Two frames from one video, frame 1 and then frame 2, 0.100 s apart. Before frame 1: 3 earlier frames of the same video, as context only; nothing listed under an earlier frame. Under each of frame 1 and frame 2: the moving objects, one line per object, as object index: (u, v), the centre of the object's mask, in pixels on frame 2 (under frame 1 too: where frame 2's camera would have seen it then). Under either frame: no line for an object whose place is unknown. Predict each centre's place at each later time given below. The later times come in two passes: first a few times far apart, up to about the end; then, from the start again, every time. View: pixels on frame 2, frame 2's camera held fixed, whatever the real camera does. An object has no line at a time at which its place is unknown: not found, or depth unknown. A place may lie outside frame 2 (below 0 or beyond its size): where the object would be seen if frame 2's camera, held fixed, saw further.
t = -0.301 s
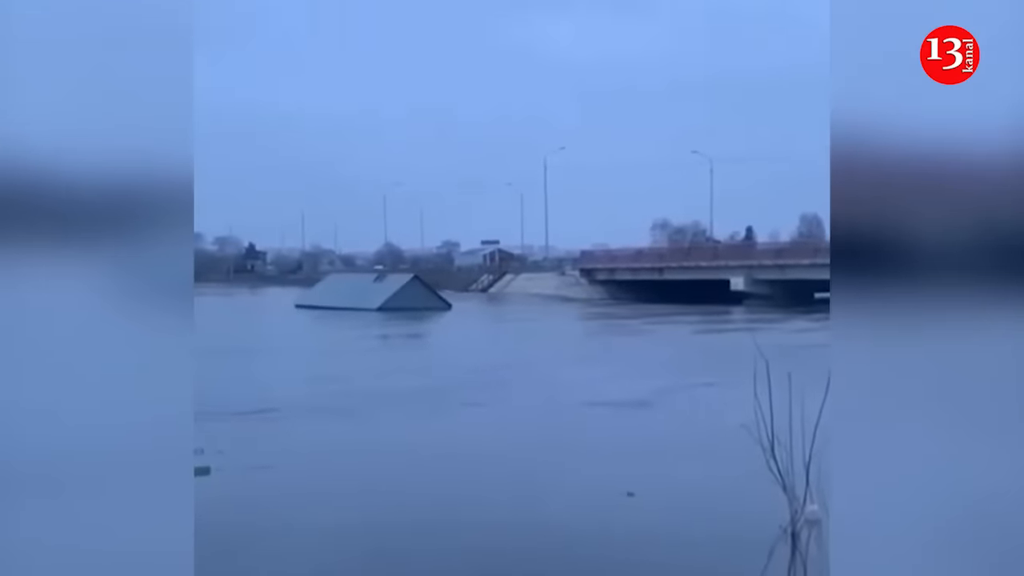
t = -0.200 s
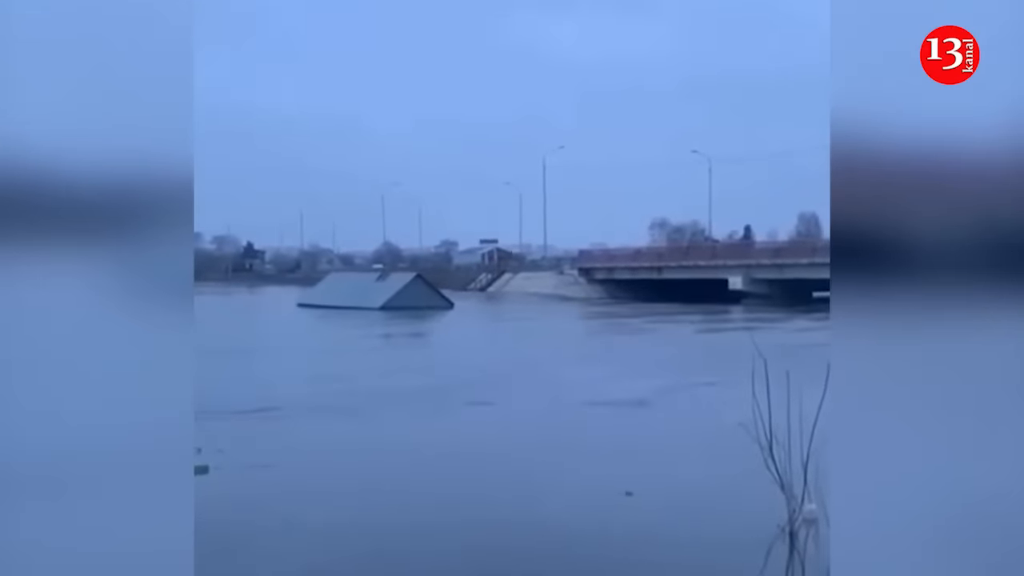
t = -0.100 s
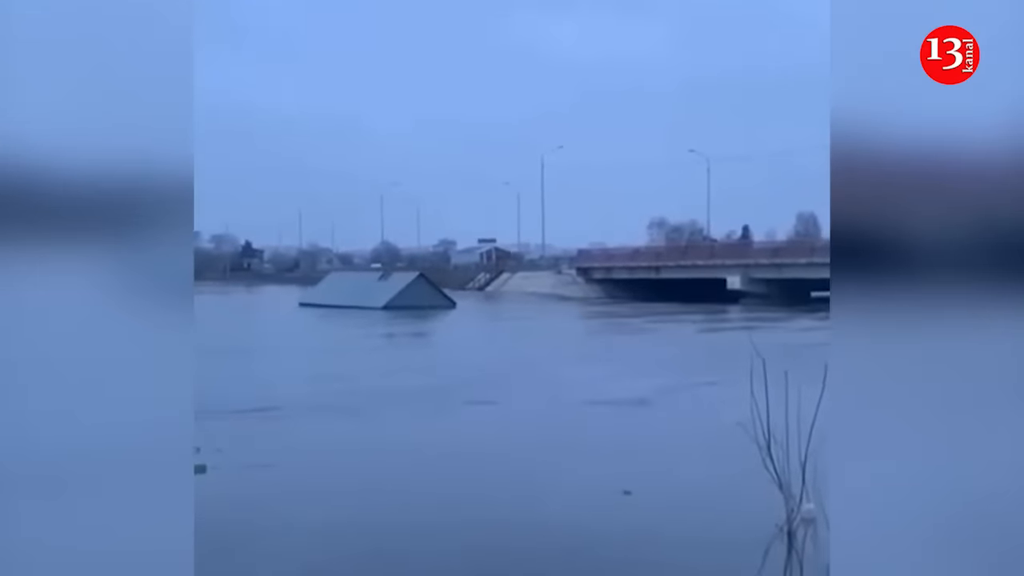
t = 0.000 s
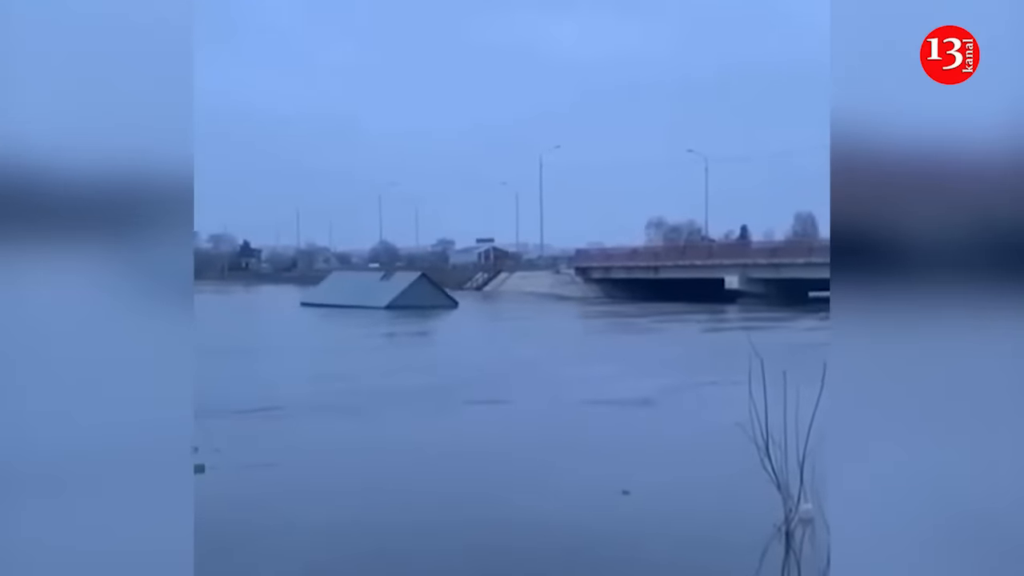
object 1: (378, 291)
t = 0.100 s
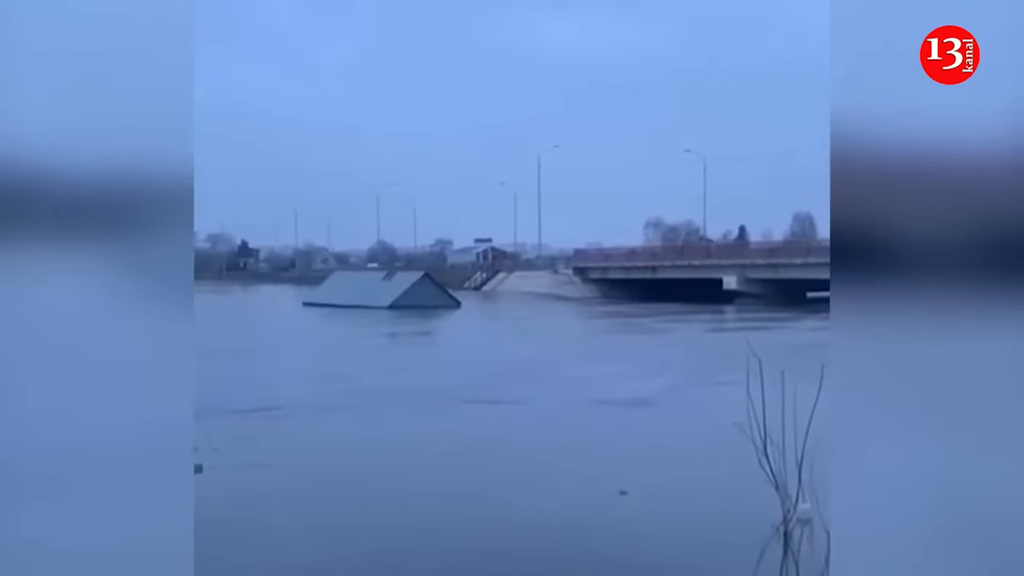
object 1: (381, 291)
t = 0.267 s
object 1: (387, 291)
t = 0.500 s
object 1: (396, 291)
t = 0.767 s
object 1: (405, 291)
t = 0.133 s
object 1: (382, 291)
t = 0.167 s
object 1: (384, 291)
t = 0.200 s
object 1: (385, 291)
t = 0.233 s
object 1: (386, 291)
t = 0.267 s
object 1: (387, 291)
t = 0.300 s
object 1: (389, 291)
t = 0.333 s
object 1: (390, 291)
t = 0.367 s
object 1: (391, 291)
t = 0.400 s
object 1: (392, 291)
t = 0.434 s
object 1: (393, 291)
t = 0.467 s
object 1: (395, 291)
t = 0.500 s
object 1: (396, 291)
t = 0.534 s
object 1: (398, 291)
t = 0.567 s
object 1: (399, 291)
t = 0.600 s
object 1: (399, 291)
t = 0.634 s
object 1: (400, 291)
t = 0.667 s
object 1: (402, 291)
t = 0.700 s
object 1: (403, 291)
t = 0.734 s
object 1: (404, 291)
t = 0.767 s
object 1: (405, 291)
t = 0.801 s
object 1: (406, 291)
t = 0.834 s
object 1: (407, 291)
